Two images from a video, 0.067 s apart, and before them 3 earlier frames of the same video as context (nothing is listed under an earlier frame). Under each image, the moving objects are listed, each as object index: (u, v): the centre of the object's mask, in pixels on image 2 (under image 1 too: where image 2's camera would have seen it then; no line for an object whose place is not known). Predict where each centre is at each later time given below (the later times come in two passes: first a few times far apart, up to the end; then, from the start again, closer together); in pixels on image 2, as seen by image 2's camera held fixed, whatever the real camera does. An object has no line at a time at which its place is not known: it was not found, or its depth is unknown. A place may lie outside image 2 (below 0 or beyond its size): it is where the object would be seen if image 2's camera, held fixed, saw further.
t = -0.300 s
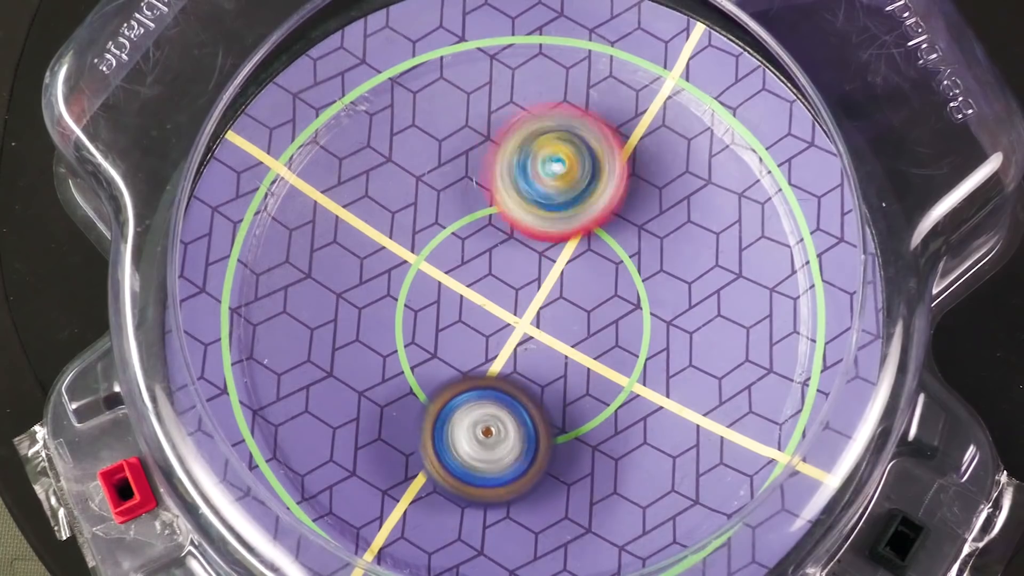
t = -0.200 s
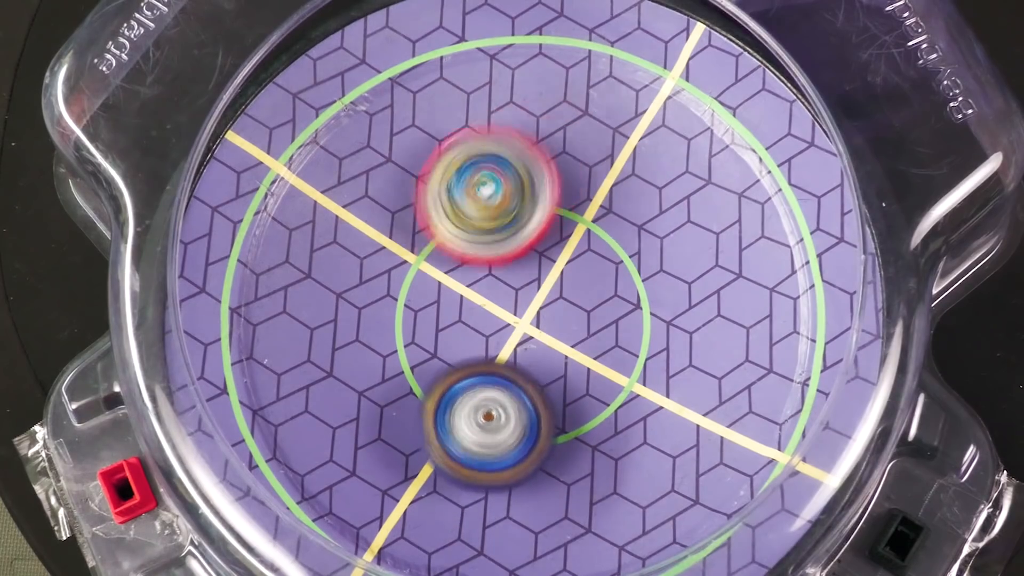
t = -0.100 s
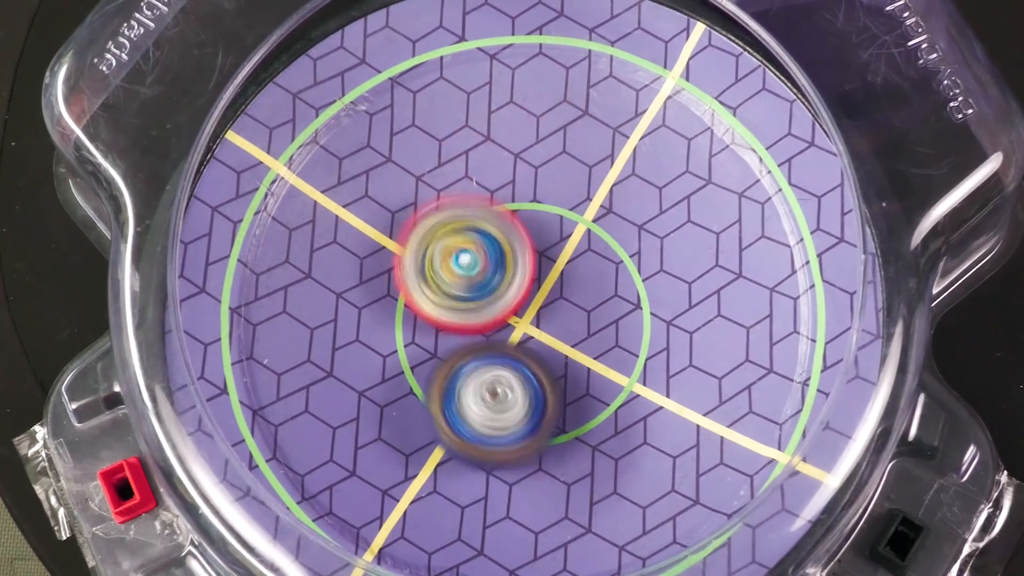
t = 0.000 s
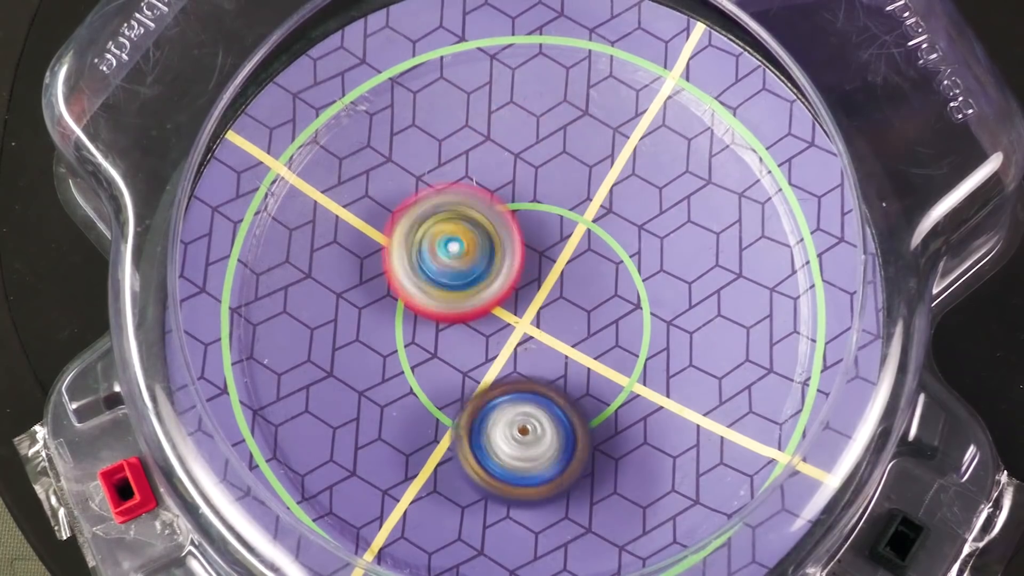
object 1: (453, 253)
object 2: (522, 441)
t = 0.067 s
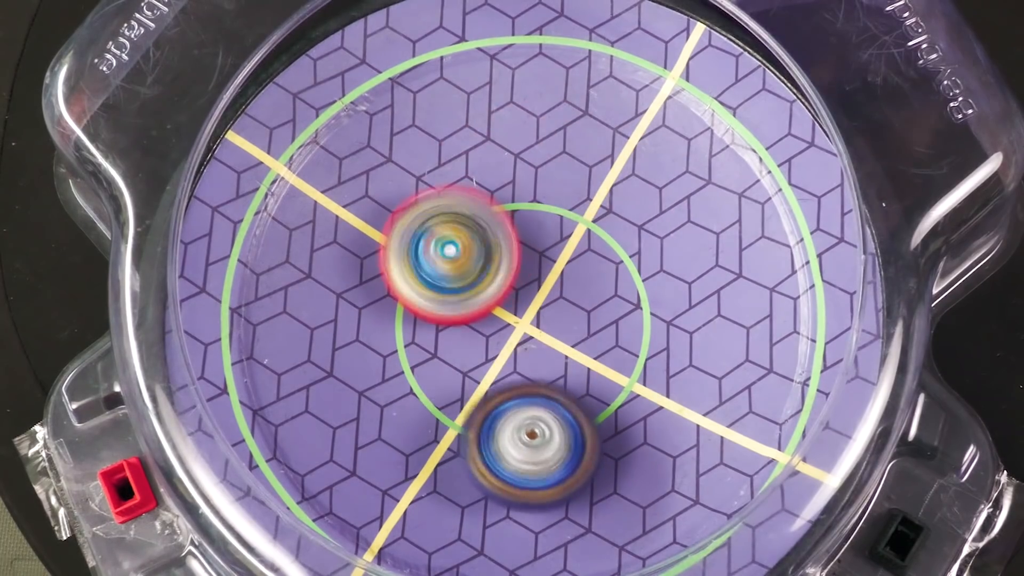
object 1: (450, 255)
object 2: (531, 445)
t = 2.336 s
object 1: (576, 325)
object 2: (414, 234)
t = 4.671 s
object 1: (486, 338)
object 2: (606, 258)
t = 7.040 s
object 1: (558, 303)
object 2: (427, 271)
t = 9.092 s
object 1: (516, 245)
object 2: (576, 364)
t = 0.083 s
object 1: (451, 256)
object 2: (533, 444)
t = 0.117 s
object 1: (453, 259)
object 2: (535, 442)
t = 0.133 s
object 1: (455, 261)
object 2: (536, 441)
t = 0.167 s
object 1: (460, 263)
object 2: (537, 436)
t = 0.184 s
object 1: (465, 264)
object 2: (537, 434)
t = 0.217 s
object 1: (473, 265)
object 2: (537, 430)
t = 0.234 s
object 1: (478, 265)
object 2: (538, 427)
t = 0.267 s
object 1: (489, 264)
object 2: (539, 423)
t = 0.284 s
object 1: (495, 263)
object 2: (539, 419)
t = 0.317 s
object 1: (506, 258)
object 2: (542, 414)
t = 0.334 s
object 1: (512, 255)
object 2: (543, 410)
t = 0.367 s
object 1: (521, 246)
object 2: (546, 404)
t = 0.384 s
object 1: (524, 242)
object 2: (548, 400)
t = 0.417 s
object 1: (529, 233)
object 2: (552, 392)
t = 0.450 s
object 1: (530, 222)
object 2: (559, 382)
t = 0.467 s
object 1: (530, 217)
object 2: (562, 377)
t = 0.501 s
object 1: (527, 210)
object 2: (568, 367)
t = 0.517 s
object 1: (524, 206)
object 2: (572, 362)
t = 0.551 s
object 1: (518, 205)
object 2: (578, 352)
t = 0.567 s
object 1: (515, 205)
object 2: (581, 346)
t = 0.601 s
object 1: (508, 208)
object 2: (587, 336)
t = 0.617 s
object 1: (504, 211)
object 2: (589, 331)
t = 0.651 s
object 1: (502, 219)
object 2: (595, 320)
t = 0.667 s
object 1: (499, 221)
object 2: (602, 319)
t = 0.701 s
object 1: (477, 216)
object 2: (624, 322)
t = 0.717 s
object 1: (464, 215)
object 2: (631, 322)
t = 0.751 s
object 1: (443, 220)
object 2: (641, 319)
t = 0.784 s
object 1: (426, 232)
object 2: (646, 314)
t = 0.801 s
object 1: (418, 240)
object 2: (646, 312)
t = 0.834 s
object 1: (410, 260)
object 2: (648, 306)
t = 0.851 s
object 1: (410, 271)
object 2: (649, 302)
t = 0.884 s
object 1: (416, 294)
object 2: (647, 298)
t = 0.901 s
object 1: (422, 303)
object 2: (647, 296)
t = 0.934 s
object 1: (439, 318)
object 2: (644, 291)
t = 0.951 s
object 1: (452, 324)
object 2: (642, 289)
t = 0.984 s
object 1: (475, 330)
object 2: (638, 287)
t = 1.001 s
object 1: (488, 331)
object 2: (635, 286)
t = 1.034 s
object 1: (504, 327)
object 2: (635, 283)
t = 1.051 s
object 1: (502, 330)
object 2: (642, 279)
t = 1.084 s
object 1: (497, 334)
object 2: (651, 270)
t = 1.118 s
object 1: (493, 339)
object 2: (653, 263)
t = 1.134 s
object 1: (490, 342)
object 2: (651, 260)
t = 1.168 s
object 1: (488, 346)
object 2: (646, 254)
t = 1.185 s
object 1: (488, 348)
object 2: (644, 250)
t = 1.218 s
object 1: (487, 351)
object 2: (637, 245)
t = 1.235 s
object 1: (488, 352)
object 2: (633, 242)
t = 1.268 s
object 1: (490, 353)
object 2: (625, 237)
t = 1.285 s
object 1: (490, 353)
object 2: (620, 234)
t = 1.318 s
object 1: (492, 353)
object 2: (612, 229)
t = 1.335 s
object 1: (494, 352)
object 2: (608, 226)
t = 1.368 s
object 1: (496, 349)
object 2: (600, 221)
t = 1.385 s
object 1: (498, 349)
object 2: (594, 220)
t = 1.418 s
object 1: (501, 344)
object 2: (584, 216)
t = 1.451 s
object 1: (503, 338)
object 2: (574, 213)
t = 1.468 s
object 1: (505, 335)
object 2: (569, 211)
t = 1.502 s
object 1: (504, 329)
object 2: (560, 205)
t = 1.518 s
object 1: (500, 337)
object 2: (560, 197)
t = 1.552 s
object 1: (494, 355)
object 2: (556, 181)
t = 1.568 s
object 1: (493, 365)
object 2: (554, 176)
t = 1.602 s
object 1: (493, 383)
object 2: (547, 171)
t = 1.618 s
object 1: (496, 392)
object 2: (544, 170)
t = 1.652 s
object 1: (507, 407)
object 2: (536, 167)
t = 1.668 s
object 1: (514, 411)
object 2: (532, 166)
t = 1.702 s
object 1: (532, 418)
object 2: (524, 166)
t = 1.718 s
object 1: (542, 419)
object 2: (521, 165)
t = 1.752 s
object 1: (559, 411)
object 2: (513, 166)
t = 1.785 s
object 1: (571, 397)
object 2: (506, 168)
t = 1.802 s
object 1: (576, 388)
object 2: (503, 170)
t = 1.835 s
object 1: (580, 369)
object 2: (496, 174)
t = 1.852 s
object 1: (579, 358)
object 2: (492, 176)
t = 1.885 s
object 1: (572, 339)
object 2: (487, 180)
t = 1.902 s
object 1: (567, 329)
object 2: (484, 183)
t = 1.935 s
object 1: (552, 312)
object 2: (478, 189)
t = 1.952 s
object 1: (546, 309)
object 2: (474, 190)
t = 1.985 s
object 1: (545, 320)
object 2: (457, 181)
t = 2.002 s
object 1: (546, 326)
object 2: (448, 177)
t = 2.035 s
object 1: (550, 337)
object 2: (436, 175)
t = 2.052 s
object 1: (553, 341)
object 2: (432, 175)
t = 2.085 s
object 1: (558, 347)
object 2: (426, 178)
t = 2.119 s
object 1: (565, 351)
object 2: (421, 183)
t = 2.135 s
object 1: (568, 352)
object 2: (418, 186)
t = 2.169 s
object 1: (573, 351)
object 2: (416, 192)
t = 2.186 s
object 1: (576, 350)
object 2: (416, 195)
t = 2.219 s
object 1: (579, 346)
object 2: (414, 203)
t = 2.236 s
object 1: (581, 343)
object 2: (414, 207)
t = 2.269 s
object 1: (581, 337)
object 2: (414, 215)
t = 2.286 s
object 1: (581, 335)
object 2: (415, 220)
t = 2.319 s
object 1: (579, 328)
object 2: (415, 229)
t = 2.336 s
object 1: (576, 325)
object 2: (414, 234)
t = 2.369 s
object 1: (570, 318)
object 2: (415, 243)
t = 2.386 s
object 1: (567, 315)
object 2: (417, 248)
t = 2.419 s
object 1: (556, 310)
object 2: (419, 259)
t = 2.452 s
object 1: (549, 307)
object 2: (418, 270)
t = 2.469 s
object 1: (548, 306)
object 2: (415, 274)
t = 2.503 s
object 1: (546, 304)
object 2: (412, 284)
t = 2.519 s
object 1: (548, 304)
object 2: (412, 288)
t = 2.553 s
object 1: (553, 302)
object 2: (409, 298)
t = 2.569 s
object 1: (554, 302)
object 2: (409, 302)
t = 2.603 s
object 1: (557, 299)
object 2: (410, 310)
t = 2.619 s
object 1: (557, 298)
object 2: (413, 316)
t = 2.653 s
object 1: (558, 294)
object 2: (418, 324)
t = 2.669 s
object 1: (558, 292)
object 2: (420, 326)
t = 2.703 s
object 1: (557, 289)
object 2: (425, 333)
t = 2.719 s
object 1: (557, 288)
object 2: (427, 337)
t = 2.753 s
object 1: (554, 285)
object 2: (433, 343)
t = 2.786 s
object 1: (557, 280)
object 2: (436, 348)
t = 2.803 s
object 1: (562, 273)
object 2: (437, 352)
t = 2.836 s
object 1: (570, 260)
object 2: (442, 358)
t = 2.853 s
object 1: (572, 252)
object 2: (445, 359)
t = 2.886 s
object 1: (575, 237)
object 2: (452, 363)
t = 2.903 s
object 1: (573, 228)
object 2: (456, 365)
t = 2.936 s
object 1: (569, 213)
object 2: (465, 368)
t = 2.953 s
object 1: (564, 206)
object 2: (470, 368)
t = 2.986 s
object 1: (552, 197)
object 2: (478, 370)
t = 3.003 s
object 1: (545, 194)
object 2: (482, 371)
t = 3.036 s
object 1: (530, 193)
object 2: (493, 372)
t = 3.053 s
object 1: (521, 194)
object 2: (499, 371)
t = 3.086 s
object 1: (507, 202)
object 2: (508, 371)
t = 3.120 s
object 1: (496, 214)
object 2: (517, 370)
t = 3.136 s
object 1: (491, 221)
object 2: (520, 369)
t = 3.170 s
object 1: (487, 239)
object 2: (526, 367)
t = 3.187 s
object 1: (485, 241)
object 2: (531, 372)
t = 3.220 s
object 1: (476, 234)
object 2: (546, 389)
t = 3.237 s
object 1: (472, 234)
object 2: (551, 395)
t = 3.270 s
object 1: (464, 235)
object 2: (563, 399)
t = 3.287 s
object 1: (461, 237)
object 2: (570, 400)
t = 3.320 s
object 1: (458, 242)
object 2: (579, 399)
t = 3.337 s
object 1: (457, 245)
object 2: (584, 397)
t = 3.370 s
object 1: (458, 252)
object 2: (591, 392)
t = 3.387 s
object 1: (459, 254)
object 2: (595, 391)
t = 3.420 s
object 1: (463, 262)
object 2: (599, 385)
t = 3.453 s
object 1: (470, 268)
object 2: (601, 379)
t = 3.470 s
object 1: (474, 271)
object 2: (602, 378)
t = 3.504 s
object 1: (483, 276)
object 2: (601, 375)
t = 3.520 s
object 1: (489, 276)
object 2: (600, 372)
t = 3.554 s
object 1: (502, 278)
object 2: (599, 369)
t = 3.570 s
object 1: (506, 275)
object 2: (599, 369)
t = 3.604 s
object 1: (505, 267)
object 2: (602, 370)
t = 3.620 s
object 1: (505, 261)
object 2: (602, 369)
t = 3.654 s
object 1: (500, 250)
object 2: (601, 367)
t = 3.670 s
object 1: (497, 246)
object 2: (600, 364)
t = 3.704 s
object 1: (490, 237)
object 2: (598, 361)
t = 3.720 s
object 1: (486, 235)
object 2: (598, 358)
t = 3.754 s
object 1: (477, 232)
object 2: (596, 354)
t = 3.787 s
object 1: (470, 232)
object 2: (596, 348)
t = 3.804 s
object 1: (468, 234)
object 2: (596, 345)
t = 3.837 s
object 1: (464, 238)
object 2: (596, 340)
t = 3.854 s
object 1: (463, 242)
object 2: (596, 336)
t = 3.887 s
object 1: (463, 248)
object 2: (596, 329)
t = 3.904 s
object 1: (464, 252)
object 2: (596, 326)
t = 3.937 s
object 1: (469, 257)
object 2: (595, 318)
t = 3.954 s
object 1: (471, 260)
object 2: (595, 315)
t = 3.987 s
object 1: (474, 264)
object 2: (600, 310)
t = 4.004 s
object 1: (473, 264)
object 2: (603, 308)
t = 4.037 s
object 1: (474, 265)
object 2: (607, 303)
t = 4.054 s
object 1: (475, 266)
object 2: (607, 301)
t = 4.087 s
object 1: (477, 267)
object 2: (608, 296)
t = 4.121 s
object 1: (478, 270)
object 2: (611, 289)
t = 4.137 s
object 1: (477, 271)
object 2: (612, 286)
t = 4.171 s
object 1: (477, 274)
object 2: (612, 280)
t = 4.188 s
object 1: (476, 275)
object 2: (612, 277)
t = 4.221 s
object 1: (478, 278)
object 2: (611, 273)
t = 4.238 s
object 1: (477, 279)
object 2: (610, 271)
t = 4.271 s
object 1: (475, 282)
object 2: (614, 268)
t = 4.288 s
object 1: (477, 283)
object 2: (615, 266)
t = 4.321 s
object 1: (480, 286)
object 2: (615, 265)
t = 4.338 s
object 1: (483, 286)
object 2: (613, 265)
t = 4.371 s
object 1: (480, 291)
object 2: (615, 263)
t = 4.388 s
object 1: (478, 293)
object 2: (618, 261)
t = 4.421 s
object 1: (471, 300)
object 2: (620, 258)
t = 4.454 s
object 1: (468, 307)
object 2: (618, 257)
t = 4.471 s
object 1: (466, 310)
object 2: (618, 257)
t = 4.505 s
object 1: (468, 317)
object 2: (615, 258)
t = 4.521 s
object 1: (469, 319)
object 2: (614, 258)
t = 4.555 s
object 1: (474, 325)
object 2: (609, 259)
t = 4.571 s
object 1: (476, 326)
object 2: (607, 260)
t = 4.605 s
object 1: (484, 329)
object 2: (604, 261)
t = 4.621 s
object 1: (487, 328)
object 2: (602, 262)
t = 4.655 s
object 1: (488, 334)
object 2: (603, 260)
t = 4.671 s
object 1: (486, 338)
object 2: (606, 258)
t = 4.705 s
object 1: (485, 347)
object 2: (605, 254)
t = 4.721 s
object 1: (486, 350)
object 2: (604, 253)
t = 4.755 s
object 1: (490, 355)
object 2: (601, 252)
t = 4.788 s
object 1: (495, 357)
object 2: (597, 251)
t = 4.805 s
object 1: (497, 359)
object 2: (596, 250)
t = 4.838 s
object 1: (502, 357)
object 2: (593, 250)
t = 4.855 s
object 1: (505, 356)
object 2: (591, 248)
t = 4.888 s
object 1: (510, 352)
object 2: (588, 246)
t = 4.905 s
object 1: (509, 351)
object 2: (586, 245)
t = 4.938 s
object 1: (510, 351)
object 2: (585, 241)
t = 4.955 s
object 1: (509, 354)
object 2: (583, 239)
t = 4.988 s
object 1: (507, 359)
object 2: (579, 237)
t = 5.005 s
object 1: (506, 362)
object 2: (577, 236)
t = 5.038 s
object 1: (505, 364)
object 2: (572, 235)
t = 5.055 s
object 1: (505, 365)
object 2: (571, 235)
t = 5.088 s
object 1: (507, 365)
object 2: (567, 235)
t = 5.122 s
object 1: (508, 365)
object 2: (563, 235)
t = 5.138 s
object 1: (508, 365)
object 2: (562, 235)
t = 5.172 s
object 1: (509, 363)
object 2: (558, 235)
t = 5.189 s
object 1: (511, 361)
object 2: (557, 235)
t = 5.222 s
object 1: (511, 357)
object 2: (555, 234)
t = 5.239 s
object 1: (512, 357)
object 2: (554, 232)
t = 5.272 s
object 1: (510, 362)
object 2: (551, 226)
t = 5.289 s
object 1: (509, 364)
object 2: (549, 224)
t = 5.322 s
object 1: (508, 366)
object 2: (544, 222)
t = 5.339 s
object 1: (509, 366)
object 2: (542, 223)
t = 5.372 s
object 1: (509, 366)
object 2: (537, 222)
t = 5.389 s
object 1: (510, 364)
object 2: (536, 223)
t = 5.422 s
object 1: (511, 362)
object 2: (533, 223)
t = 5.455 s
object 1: (513, 358)
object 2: (531, 223)
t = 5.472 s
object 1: (514, 356)
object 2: (529, 223)
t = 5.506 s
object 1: (513, 354)
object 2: (528, 222)
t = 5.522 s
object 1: (514, 354)
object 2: (527, 222)
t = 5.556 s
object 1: (513, 354)
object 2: (524, 222)
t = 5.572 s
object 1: (514, 356)
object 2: (522, 222)
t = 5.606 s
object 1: (515, 358)
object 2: (519, 223)
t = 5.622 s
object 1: (515, 359)
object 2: (517, 223)
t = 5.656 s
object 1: (517, 359)
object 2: (515, 225)
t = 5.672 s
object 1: (519, 359)
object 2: (515, 226)
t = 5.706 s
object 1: (521, 358)
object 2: (514, 227)
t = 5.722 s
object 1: (521, 357)
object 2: (513, 227)
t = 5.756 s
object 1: (524, 357)
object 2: (512, 226)
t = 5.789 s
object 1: (526, 355)
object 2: (511, 225)
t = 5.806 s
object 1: (527, 354)
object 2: (510, 224)
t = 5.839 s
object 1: (531, 353)
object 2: (509, 224)
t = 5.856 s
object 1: (533, 351)
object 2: (508, 223)
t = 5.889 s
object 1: (538, 349)
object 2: (508, 224)
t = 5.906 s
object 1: (539, 350)
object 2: (507, 222)
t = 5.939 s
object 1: (544, 348)
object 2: (507, 222)
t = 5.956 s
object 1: (545, 348)
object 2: (507, 222)
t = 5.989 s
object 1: (548, 344)
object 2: (506, 221)
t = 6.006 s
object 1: (551, 345)
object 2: (504, 219)
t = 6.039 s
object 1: (556, 342)
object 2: (500, 216)
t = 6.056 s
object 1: (557, 339)
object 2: (499, 217)
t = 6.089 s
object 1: (560, 330)
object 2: (498, 217)
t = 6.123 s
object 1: (566, 328)
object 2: (494, 215)
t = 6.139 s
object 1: (568, 325)
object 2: (490, 212)
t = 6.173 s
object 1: (565, 320)
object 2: (485, 211)
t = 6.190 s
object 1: (565, 317)
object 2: (483, 211)
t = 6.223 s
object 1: (563, 314)
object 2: (479, 211)
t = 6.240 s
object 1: (565, 314)
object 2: (477, 211)
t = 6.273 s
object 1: (568, 314)
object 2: (472, 214)
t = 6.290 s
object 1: (569, 313)
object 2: (472, 216)
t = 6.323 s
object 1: (571, 311)
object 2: (469, 220)
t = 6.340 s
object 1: (573, 308)
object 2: (468, 222)
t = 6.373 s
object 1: (575, 309)
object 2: (465, 225)
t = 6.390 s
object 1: (576, 308)
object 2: (464, 227)
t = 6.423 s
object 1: (576, 307)
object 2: (461, 230)
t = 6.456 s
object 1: (576, 305)
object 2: (458, 234)
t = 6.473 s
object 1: (577, 305)
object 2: (457, 236)
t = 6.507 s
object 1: (576, 303)
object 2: (456, 239)
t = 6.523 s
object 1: (575, 303)
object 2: (456, 242)
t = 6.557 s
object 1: (574, 302)
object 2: (455, 244)
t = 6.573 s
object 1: (573, 302)
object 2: (454, 244)
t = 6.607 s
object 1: (573, 301)
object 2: (449, 245)
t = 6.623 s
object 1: (574, 302)
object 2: (443, 245)
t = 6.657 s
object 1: (573, 302)
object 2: (436, 249)
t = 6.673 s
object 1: (573, 301)
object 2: (435, 250)
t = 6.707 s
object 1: (571, 301)
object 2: (432, 254)
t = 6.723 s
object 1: (571, 300)
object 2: (432, 256)
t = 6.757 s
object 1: (568, 300)
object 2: (431, 257)
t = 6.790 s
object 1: (565, 300)
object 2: (431, 260)
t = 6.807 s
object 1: (563, 300)
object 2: (431, 261)
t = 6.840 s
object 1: (560, 299)
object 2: (431, 262)
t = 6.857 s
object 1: (562, 301)
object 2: (428, 262)
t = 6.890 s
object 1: (562, 301)
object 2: (426, 264)
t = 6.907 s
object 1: (563, 301)
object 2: (426, 265)
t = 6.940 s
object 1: (563, 302)
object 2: (427, 267)
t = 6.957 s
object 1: (563, 302)
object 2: (427, 268)
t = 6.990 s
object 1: (562, 303)
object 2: (427, 270)
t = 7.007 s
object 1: (560, 303)
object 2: (428, 270)
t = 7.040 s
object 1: (558, 303)
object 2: (427, 271)
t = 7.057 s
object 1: (557, 302)
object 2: (428, 274)
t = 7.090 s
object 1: (560, 302)
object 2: (425, 274)
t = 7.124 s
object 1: (563, 302)
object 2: (426, 278)
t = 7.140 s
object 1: (563, 302)
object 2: (425, 279)
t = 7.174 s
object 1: (564, 301)
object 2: (427, 282)
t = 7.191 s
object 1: (565, 301)
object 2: (427, 283)
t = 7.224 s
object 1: (564, 300)
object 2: (429, 287)
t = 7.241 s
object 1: (563, 299)
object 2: (430, 288)
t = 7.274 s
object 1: (562, 298)
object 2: (430, 291)
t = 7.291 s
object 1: (566, 296)
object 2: (428, 293)
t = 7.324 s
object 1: (569, 294)
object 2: (428, 295)
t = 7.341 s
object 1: (569, 294)
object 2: (430, 297)
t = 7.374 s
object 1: (570, 292)
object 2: (432, 299)
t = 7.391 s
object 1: (571, 291)
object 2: (433, 300)
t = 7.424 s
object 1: (571, 287)
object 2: (435, 302)
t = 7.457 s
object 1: (569, 285)
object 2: (437, 306)
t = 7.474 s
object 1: (570, 282)
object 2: (437, 307)
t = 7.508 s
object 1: (572, 280)
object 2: (436, 311)
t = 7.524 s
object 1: (571, 278)
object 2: (436, 311)
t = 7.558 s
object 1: (569, 277)
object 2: (438, 312)
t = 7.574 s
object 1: (568, 276)
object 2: (439, 314)
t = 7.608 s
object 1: (571, 272)
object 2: (435, 317)
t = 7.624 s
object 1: (571, 269)
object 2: (433, 319)
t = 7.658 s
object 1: (573, 264)
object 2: (433, 321)
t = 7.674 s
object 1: (573, 263)
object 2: (435, 323)
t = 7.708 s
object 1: (572, 259)
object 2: (438, 325)
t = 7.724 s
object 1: (572, 259)
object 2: (438, 326)
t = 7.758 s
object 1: (569, 257)
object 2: (442, 328)
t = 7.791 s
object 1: (565, 256)
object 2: (444, 331)
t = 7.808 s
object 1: (562, 256)
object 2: (445, 332)
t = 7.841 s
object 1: (558, 255)
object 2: (447, 334)
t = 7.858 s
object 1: (556, 256)
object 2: (449, 335)
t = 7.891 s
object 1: (555, 254)
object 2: (448, 341)
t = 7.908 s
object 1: (557, 253)
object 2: (446, 344)
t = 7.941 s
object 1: (557, 251)
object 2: (449, 349)
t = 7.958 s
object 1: (556, 250)
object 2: (452, 351)
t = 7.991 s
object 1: (555, 250)
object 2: (455, 354)
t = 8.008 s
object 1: (555, 250)
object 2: (457, 355)
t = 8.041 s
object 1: (552, 250)
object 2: (462, 358)
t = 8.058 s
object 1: (551, 251)
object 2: (463, 359)
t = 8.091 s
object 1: (550, 251)
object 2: (467, 361)
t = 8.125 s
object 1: (548, 254)
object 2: (471, 363)
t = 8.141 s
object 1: (547, 255)
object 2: (472, 364)
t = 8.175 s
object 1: (552, 247)
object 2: (469, 375)
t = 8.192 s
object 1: (552, 245)
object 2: (469, 380)
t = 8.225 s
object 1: (552, 241)
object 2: (470, 386)
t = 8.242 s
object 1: (552, 240)
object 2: (473, 387)
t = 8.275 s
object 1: (550, 239)
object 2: (476, 387)
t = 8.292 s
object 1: (550, 238)
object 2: (476, 387)
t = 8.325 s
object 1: (549, 239)
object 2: (478, 386)
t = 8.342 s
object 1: (547, 239)
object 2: (479, 386)
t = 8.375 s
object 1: (546, 241)
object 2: (481, 385)
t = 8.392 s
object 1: (544, 242)
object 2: (481, 384)
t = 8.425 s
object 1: (542, 245)
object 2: (483, 382)
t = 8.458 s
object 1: (540, 251)
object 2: (485, 382)
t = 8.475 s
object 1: (539, 253)
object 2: (487, 381)
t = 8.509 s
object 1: (537, 260)
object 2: (489, 381)
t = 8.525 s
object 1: (538, 262)
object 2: (491, 382)
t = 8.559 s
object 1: (539, 265)
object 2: (496, 386)
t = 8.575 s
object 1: (539, 264)
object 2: (496, 389)
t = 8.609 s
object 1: (540, 265)
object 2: (500, 390)
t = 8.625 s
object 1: (541, 265)
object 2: (501, 390)
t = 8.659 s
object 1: (544, 263)
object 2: (505, 391)
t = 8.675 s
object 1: (544, 262)
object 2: (509, 391)
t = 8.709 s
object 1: (546, 259)
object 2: (513, 391)
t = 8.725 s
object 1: (545, 258)
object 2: (516, 390)
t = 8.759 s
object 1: (545, 257)
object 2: (520, 388)
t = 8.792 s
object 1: (546, 256)
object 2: (526, 386)
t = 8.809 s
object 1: (544, 254)
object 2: (527, 385)
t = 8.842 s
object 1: (542, 248)
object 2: (535, 382)
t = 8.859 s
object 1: (541, 246)
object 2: (537, 380)
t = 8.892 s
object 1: (537, 243)
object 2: (541, 378)
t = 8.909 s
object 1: (536, 242)
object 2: (546, 376)
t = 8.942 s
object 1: (532, 240)
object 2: (550, 374)
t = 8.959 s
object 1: (530, 239)
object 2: (554, 371)
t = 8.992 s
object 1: (528, 239)
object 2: (560, 370)
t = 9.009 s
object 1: (525, 240)
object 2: (562, 368)
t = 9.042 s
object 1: (523, 243)
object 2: (568, 365)
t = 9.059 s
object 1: (519, 243)
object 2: (570, 364)
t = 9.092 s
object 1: (516, 245)
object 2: (576, 364)
